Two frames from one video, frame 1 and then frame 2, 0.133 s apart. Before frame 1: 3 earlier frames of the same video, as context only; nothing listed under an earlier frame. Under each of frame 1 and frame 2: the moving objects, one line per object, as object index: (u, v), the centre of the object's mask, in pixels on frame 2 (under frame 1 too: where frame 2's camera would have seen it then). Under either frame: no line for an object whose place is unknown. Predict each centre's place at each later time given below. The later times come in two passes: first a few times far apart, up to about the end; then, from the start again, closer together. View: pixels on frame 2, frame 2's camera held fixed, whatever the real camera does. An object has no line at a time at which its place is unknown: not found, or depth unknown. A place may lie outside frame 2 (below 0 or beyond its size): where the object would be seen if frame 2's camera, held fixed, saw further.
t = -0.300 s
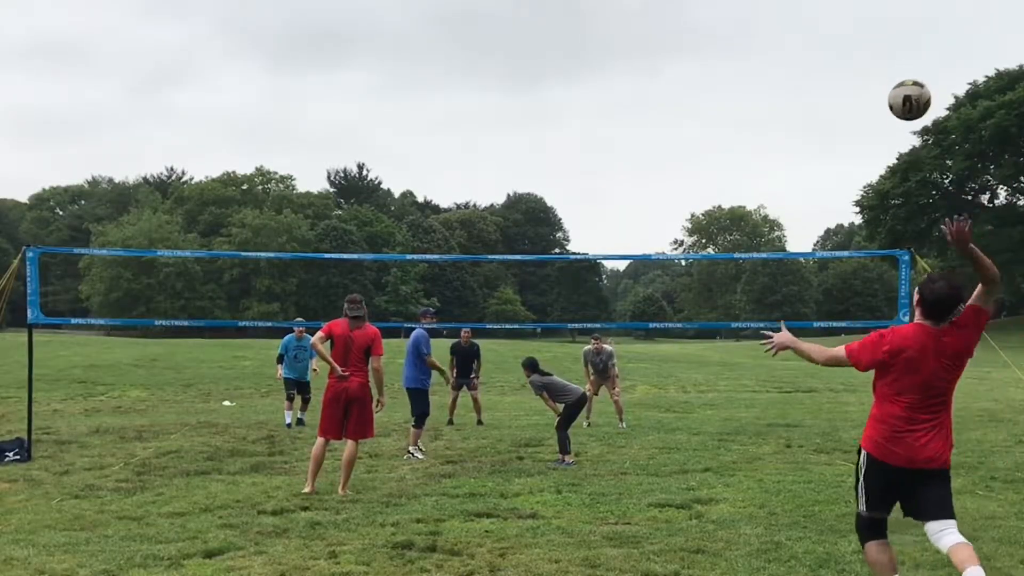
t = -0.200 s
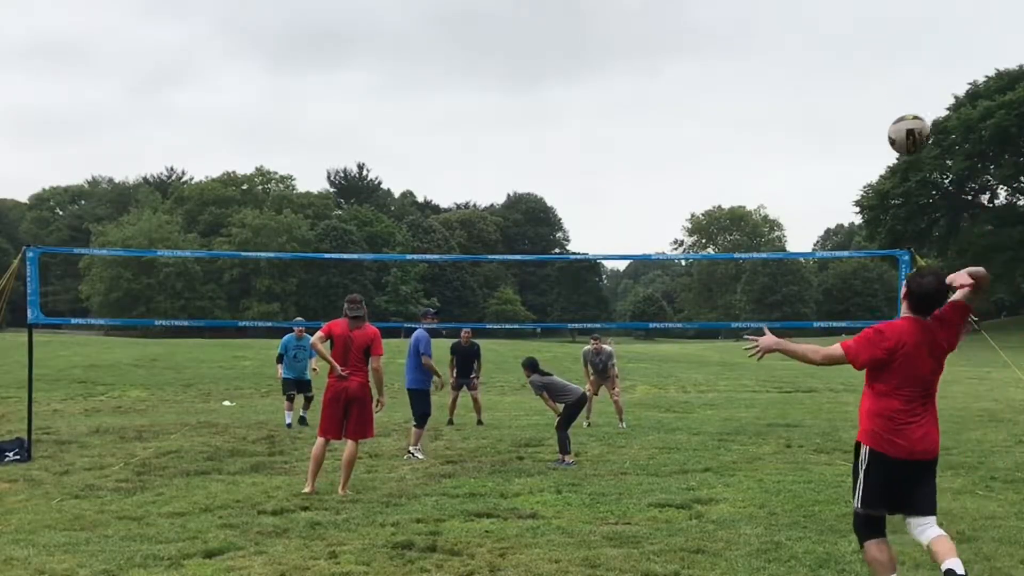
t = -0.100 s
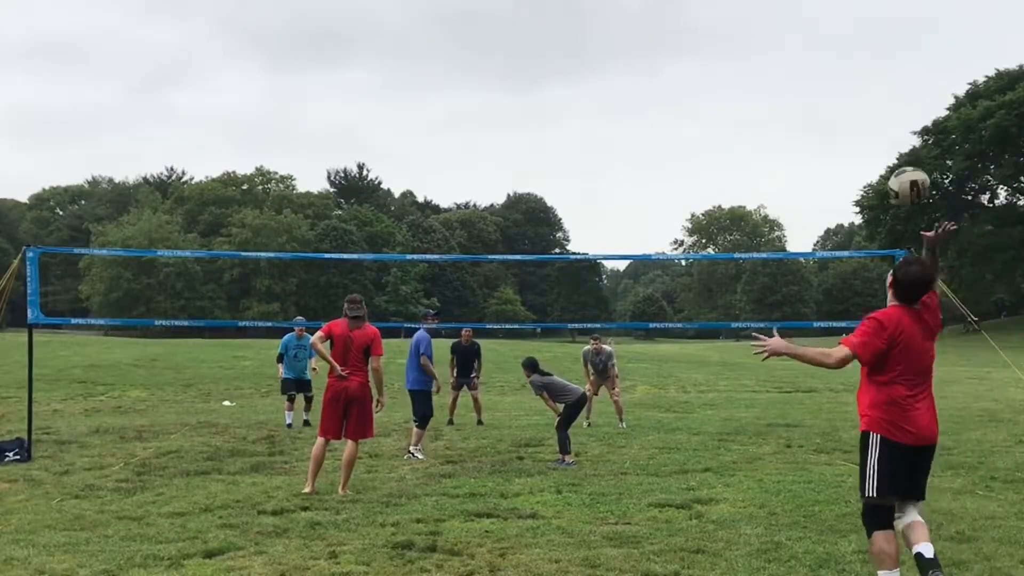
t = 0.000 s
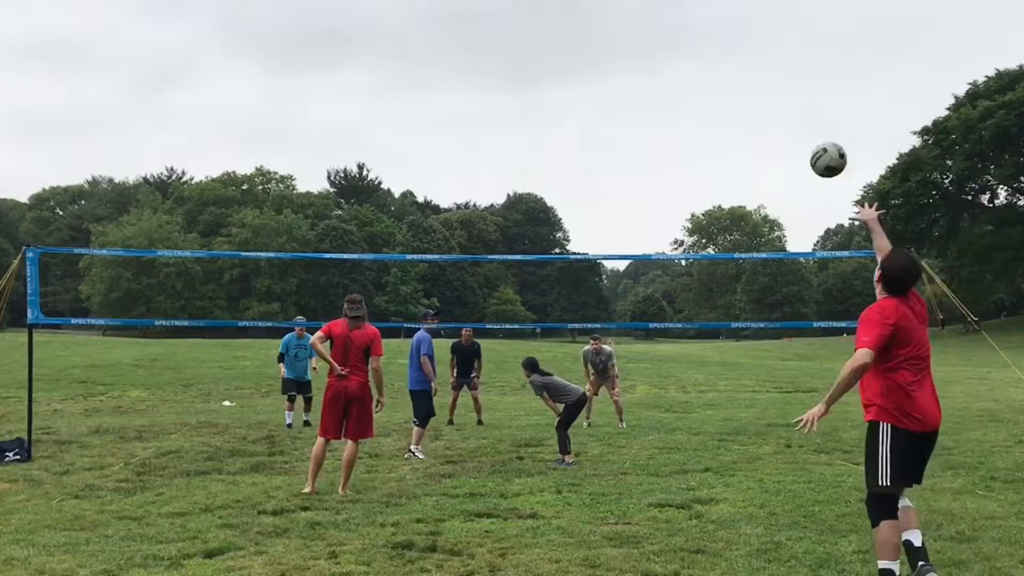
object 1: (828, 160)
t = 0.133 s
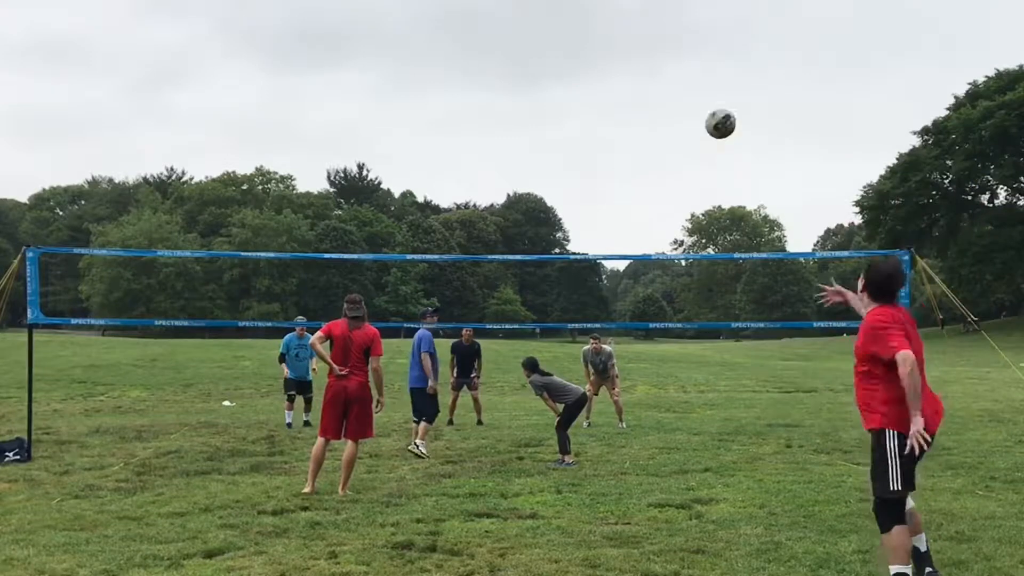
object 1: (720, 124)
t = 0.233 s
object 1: (661, 120)
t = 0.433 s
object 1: (578, 153)
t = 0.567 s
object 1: (538, 190)
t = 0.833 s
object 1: (476, 288)
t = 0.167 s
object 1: (699, 121)
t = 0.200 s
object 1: (679, 120)
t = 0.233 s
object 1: (661, 120)
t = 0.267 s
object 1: (644, 123)
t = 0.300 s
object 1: (629, 127)
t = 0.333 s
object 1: (615, 131)
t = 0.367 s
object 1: (602, 137)
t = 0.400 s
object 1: (589, 144)
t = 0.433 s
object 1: (578, 153)
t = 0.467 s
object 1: (567, 161)
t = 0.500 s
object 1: (557, 170)
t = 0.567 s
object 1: (538, 190)
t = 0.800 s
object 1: (483, 274)
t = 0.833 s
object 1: (476, 288)
